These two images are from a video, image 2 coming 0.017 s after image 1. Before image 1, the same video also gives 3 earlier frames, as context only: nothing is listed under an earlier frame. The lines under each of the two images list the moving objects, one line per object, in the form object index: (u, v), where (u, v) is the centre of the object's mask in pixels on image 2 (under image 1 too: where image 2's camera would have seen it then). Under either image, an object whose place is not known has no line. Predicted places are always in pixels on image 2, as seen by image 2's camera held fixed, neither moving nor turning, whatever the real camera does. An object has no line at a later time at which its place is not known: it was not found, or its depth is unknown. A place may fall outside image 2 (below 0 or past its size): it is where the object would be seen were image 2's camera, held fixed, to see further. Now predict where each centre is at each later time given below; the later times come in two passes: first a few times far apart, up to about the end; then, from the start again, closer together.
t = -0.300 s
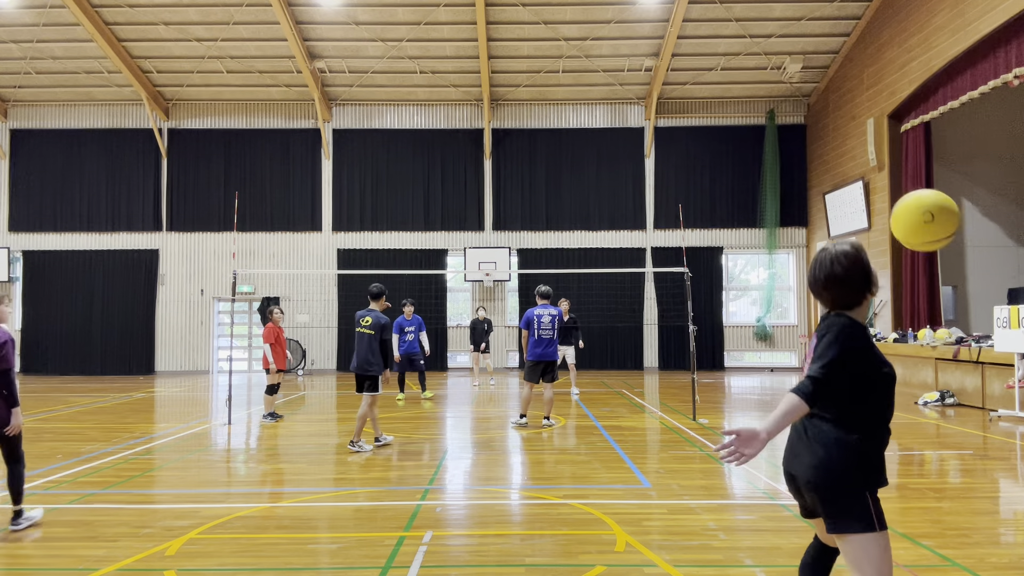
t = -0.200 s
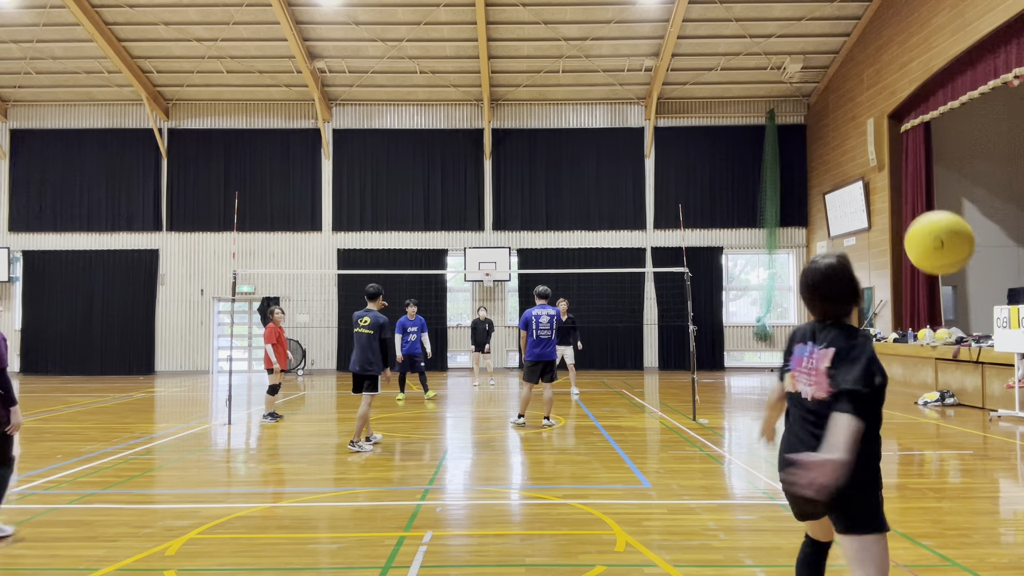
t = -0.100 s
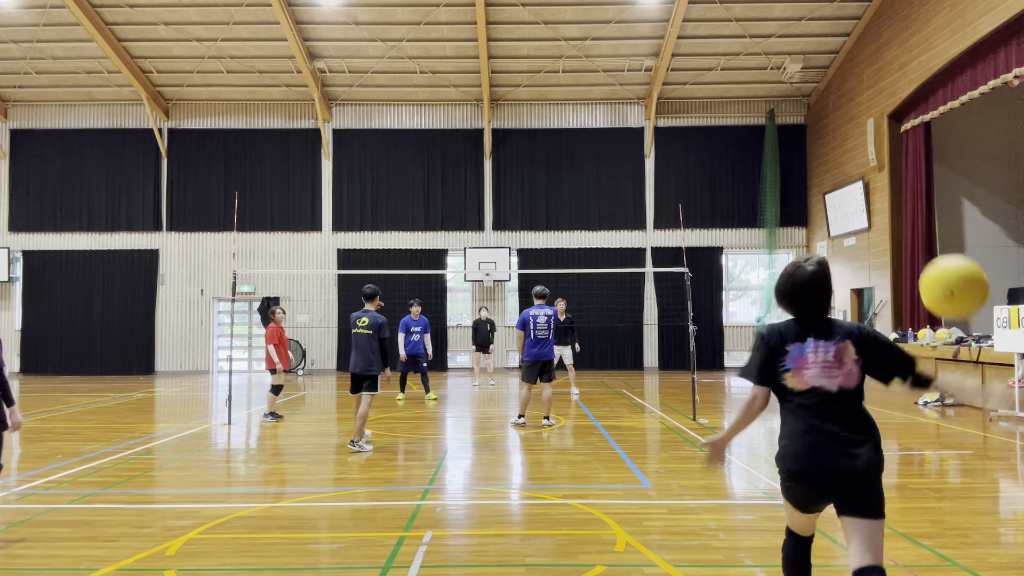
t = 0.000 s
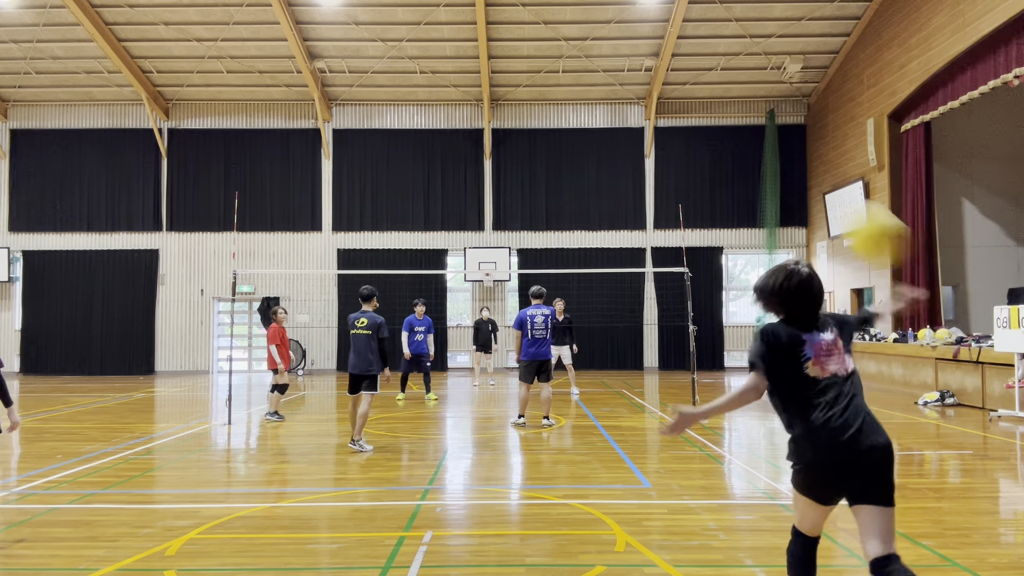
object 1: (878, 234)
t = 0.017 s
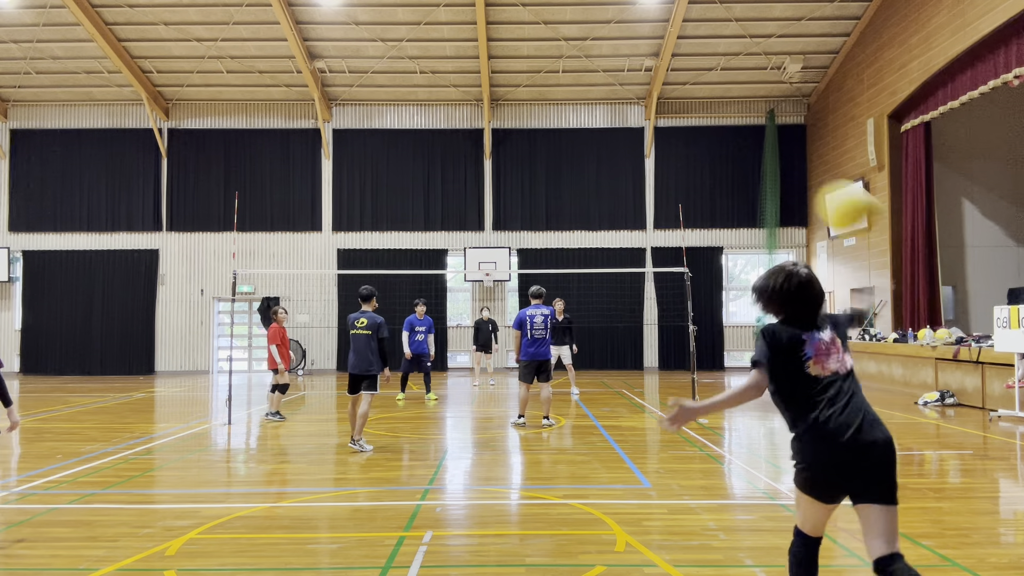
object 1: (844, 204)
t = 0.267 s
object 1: (646, 57)
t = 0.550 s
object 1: (549, 30)
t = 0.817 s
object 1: (505, 66)
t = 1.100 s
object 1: (484, 136)
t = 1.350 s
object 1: (478, 212)
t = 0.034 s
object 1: (821, 186)
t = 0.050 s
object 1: (806, 173)
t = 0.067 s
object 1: (788, 158)
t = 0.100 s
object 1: (757, 133)
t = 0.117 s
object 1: (742, 122)
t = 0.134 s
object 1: (728, 112)
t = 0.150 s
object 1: (714, 102)
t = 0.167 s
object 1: (702, 94)
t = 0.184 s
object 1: (691, 86)
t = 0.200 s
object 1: (682, 79)
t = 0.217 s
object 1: (671, 72)
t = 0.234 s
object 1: (662, 67)
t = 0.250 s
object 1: (654, 61)
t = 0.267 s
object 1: (646, 57)
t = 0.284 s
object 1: (639, 52)
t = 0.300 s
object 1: (631, 48)
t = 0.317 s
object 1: (624, 44)
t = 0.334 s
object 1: (617, 41)
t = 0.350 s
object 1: (610, 38)
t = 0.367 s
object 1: (604, 36)
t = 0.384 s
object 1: (598, 34)
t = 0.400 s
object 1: (592, 33)
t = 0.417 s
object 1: (587, 31)
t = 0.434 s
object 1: (581, 30)
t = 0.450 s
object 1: (576, 30)
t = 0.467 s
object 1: (571, 30)
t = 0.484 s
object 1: (566, 29)
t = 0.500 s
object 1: (562, 29)
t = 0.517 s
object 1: (557, 29)
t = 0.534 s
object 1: (553, 30)
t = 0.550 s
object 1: (549, 30)
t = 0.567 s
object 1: (544, 31)
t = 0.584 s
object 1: (541, 32)
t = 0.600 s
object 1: (537, 33)
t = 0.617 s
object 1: (534, 34)
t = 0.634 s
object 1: (531, 36)
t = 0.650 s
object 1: (527, 38)
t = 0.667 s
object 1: (525, 40)
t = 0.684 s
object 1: (522, 43)
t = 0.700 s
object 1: (520, 45)
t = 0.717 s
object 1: (517, 48)
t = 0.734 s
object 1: (515, 50)
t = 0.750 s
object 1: (513, 53)
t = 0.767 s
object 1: (510, 56)
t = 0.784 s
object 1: (508, 59)
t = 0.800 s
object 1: (507, 62)
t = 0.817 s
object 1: (505, 66)
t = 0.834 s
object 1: (503, 69)
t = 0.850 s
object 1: (501, 73)
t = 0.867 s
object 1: (500, 77)
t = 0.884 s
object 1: (498, 80)
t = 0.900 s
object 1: (497, 84)
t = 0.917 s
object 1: (495, 88)
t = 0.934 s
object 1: (494, 92)
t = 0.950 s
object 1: (493, 96)
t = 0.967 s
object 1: (492, 100)
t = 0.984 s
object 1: (491, 104)
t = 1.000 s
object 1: (490, 109)
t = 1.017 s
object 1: (489, 113)
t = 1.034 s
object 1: (487, 118)
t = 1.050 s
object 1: (487, 122)
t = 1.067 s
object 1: (486, 127)
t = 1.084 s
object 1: (485, 132)
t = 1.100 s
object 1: (484, 136)
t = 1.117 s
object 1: (484, 141)
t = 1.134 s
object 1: (483, 146)
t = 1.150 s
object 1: (483, 151)
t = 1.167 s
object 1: (482, 155)
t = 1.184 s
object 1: (481, 160)
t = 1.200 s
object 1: (481, 165)
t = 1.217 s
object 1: (480, 170)
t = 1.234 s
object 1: (480, 176)
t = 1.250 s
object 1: (480, 181)
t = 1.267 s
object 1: (479, 186)
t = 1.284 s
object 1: (479, 191)
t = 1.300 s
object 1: (479, 196)
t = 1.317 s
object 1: (479, 201)
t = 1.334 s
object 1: (479, 207)
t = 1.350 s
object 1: (478, 212)
